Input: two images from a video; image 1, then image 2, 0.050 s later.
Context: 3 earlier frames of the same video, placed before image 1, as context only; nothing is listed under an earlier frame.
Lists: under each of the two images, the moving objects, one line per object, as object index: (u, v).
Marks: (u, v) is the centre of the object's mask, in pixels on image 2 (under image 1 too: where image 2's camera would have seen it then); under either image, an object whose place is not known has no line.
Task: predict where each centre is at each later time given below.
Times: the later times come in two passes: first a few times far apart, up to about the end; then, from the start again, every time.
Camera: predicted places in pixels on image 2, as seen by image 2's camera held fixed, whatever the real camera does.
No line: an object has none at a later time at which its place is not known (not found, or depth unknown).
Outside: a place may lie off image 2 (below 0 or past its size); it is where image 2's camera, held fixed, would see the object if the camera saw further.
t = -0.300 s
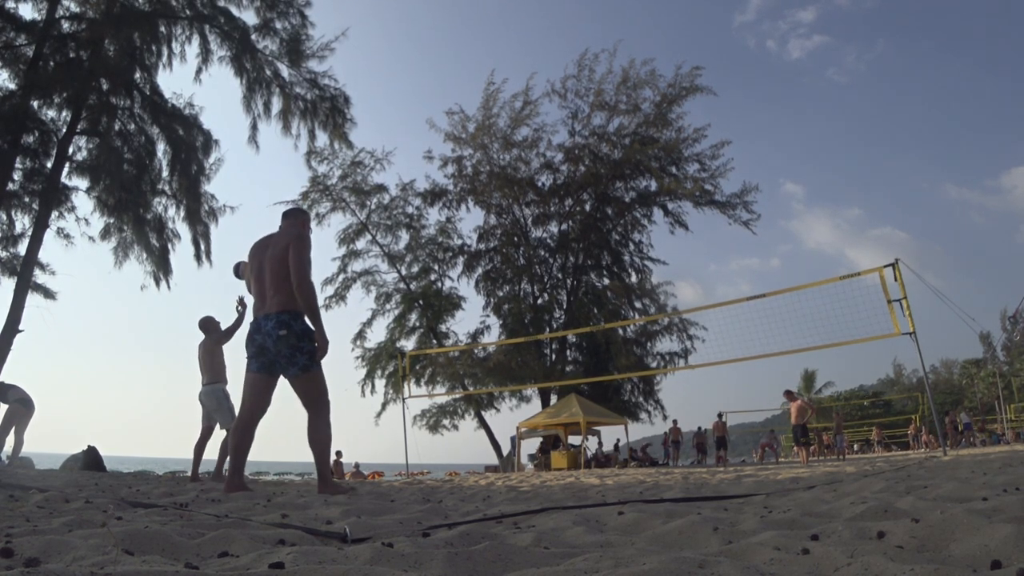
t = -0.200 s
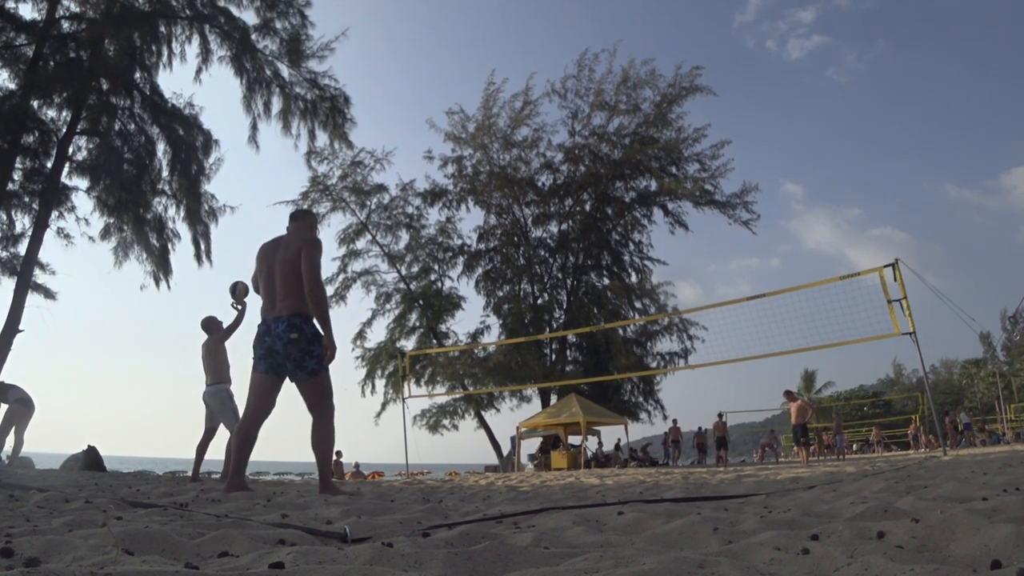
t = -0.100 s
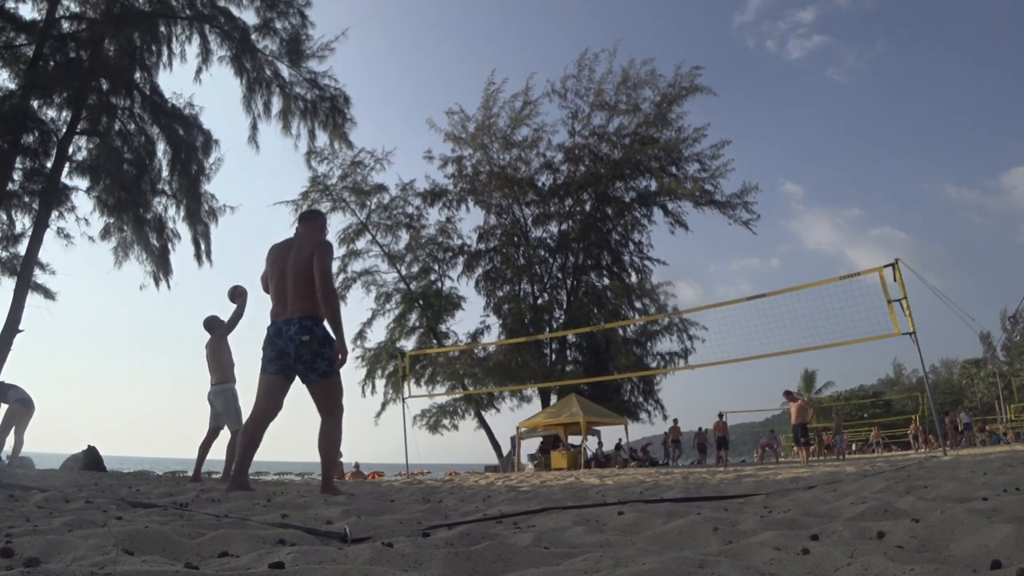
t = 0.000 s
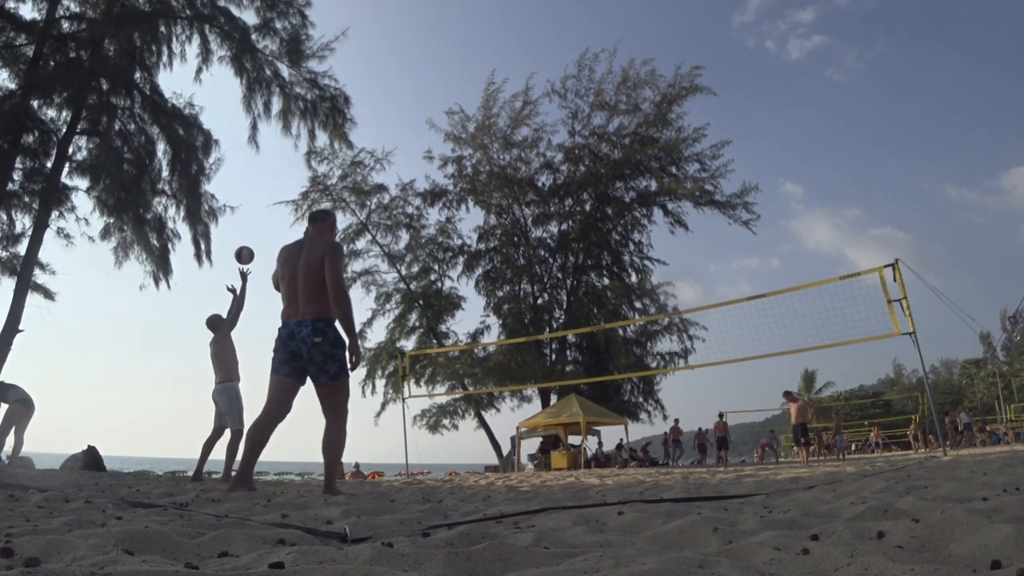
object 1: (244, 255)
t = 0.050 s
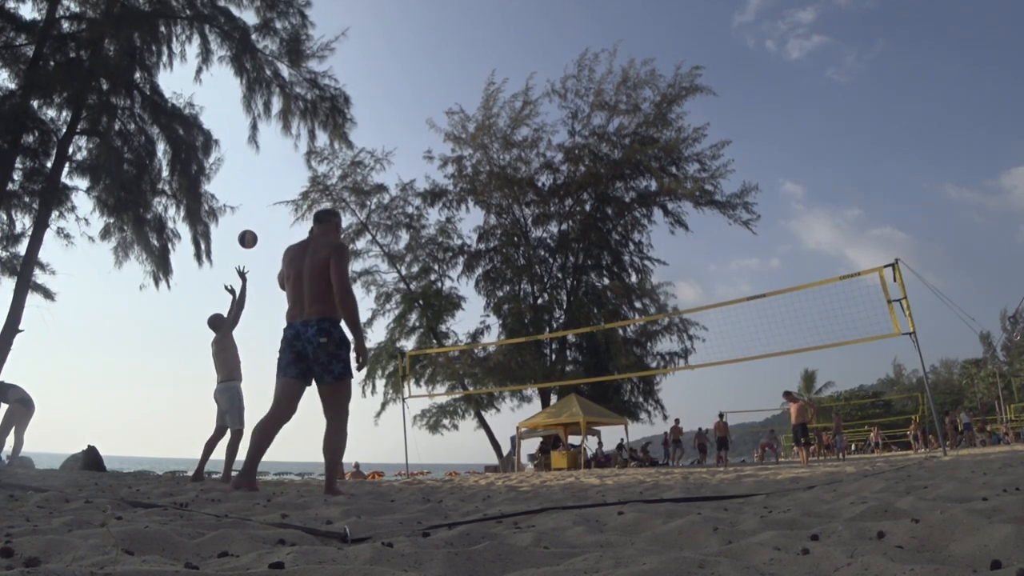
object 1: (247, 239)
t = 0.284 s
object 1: (259, 194)
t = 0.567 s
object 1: (268, 200)
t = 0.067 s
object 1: (249, 234)
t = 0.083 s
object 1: (250, 229)
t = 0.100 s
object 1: (251, 225)
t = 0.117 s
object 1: (252, 221)
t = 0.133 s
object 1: (252, 217)
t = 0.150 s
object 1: (253, 214)
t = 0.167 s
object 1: (254, 210)
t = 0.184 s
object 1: (255, 207)
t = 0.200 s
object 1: (256, 204)
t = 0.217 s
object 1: (257, 202)
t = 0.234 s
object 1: (257, 199)
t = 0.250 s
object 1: (258, 197)
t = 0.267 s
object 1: (259, 195)
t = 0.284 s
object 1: (259, 194)
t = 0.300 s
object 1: (260, 192)
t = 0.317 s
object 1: (261, 191)
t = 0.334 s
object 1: (261, 190)
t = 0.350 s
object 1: (262, 189)
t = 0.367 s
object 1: (262, 189)
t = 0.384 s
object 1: (263, 189)
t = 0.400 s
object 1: (263, 189)
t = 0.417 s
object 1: (264, 188)
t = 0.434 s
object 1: (265, 189)
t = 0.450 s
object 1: (265, 189)
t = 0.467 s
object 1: (265, 190)
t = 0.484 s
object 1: (266, 191)
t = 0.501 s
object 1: (266, 192)
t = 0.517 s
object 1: (267, 194)
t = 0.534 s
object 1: (267, 196)
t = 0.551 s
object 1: (267, 198)
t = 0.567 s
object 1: (268, 200)
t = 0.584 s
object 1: (268, 202)
